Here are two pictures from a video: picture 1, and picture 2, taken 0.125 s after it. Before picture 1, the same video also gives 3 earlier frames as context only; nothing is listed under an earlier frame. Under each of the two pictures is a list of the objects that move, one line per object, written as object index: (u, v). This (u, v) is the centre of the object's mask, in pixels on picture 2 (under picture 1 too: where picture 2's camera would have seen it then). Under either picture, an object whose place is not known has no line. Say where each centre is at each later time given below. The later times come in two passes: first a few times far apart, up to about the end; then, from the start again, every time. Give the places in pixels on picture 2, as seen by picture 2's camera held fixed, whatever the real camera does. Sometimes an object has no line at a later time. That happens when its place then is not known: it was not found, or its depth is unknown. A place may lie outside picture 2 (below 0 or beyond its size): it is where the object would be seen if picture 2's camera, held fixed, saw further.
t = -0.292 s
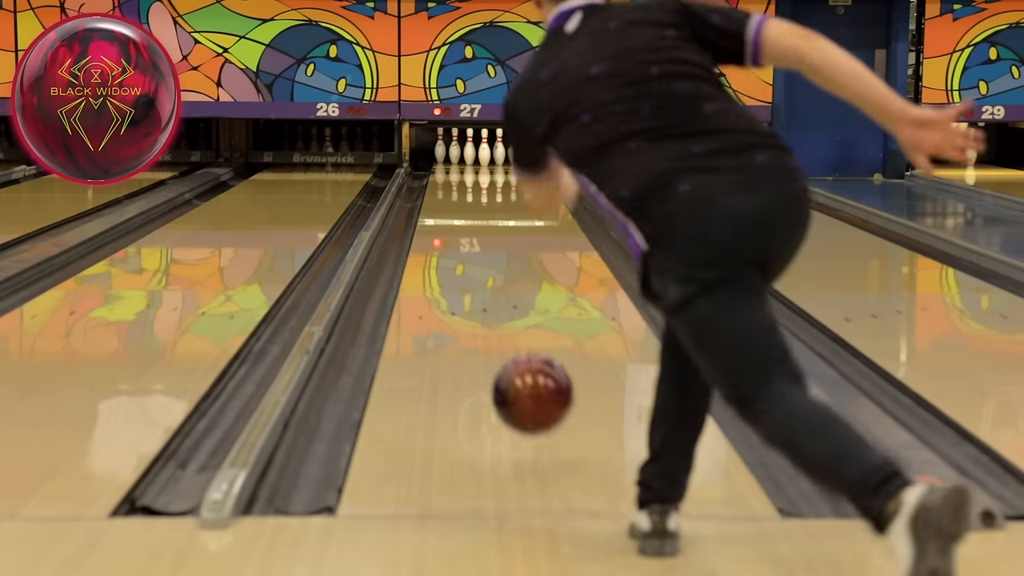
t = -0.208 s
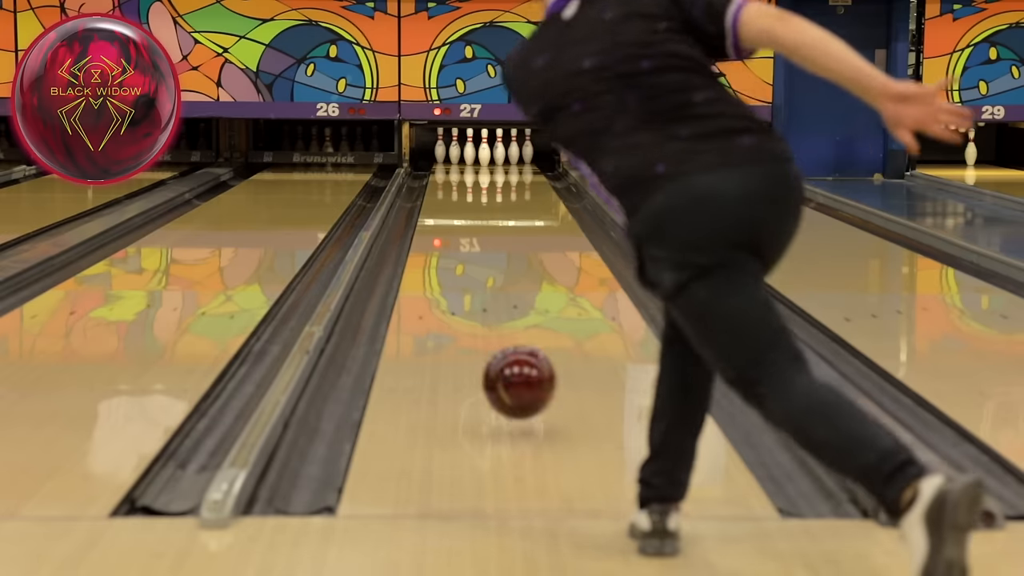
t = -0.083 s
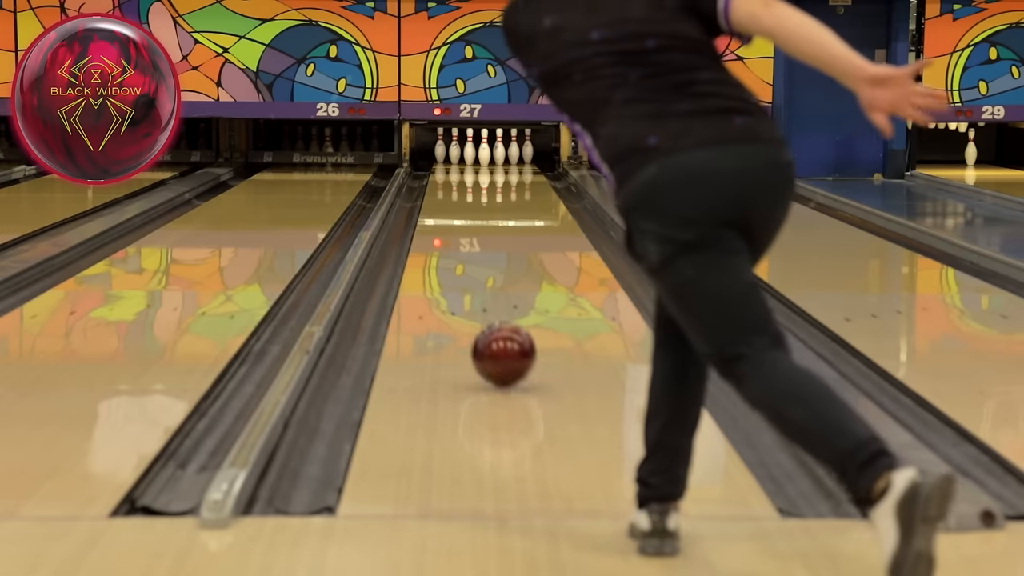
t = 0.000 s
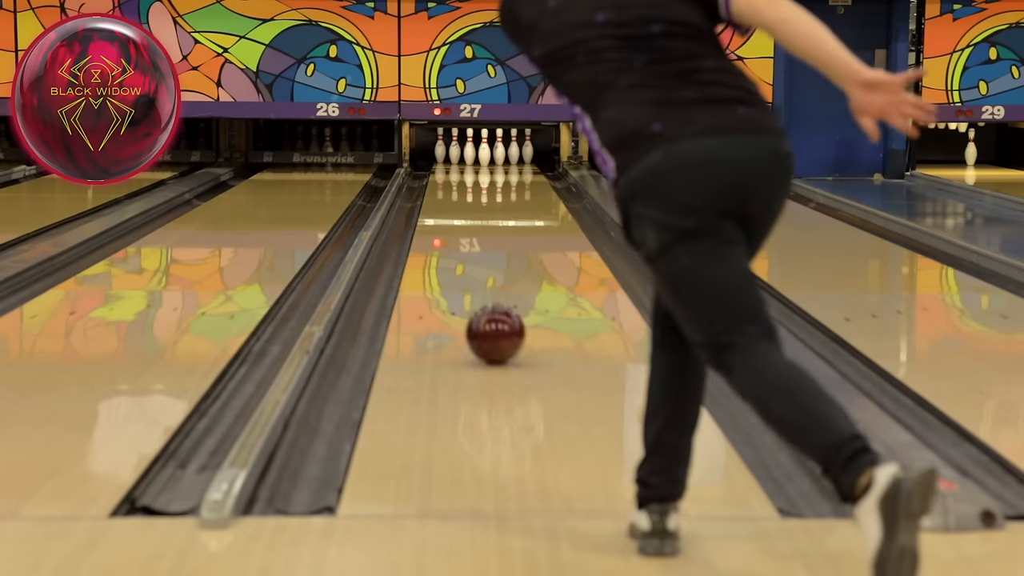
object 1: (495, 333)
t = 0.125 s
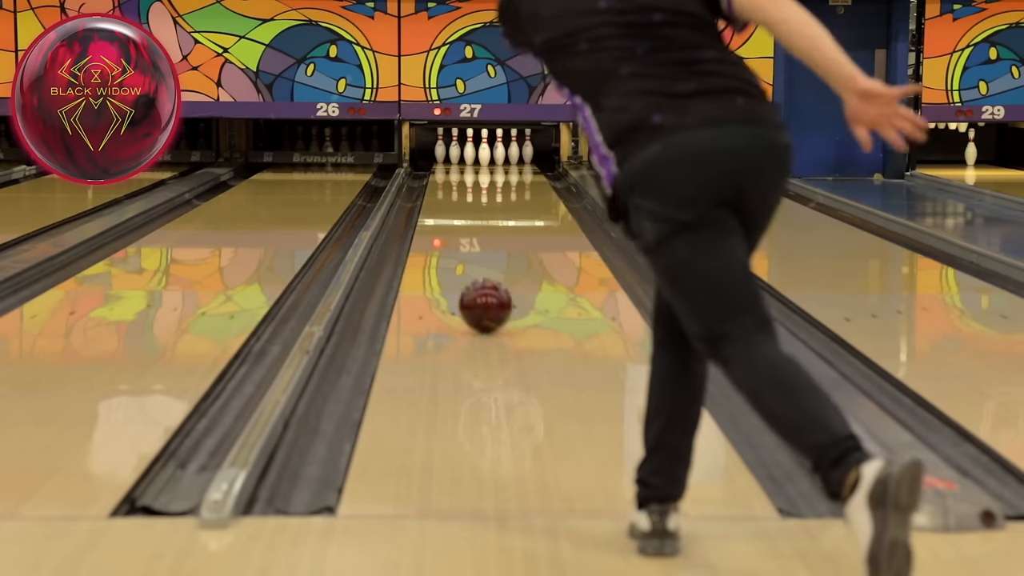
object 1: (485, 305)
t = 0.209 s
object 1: (480, 289)
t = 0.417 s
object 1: (469, 257)
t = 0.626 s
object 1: (462, 234)
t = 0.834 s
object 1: (458, 216)
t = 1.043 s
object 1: (454, 201)
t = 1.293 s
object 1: (452, 186)
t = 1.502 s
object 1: (454, 177)
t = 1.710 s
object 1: (458, 168)
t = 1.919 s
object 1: (466, 161)
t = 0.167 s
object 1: (482, 297)
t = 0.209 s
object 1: (480, 289)
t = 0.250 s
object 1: (477, 282)
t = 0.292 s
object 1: (475, 275)
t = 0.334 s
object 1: (473, 269)
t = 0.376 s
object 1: (471, 262)
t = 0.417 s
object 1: (469, 257)
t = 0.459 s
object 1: (468, 252)
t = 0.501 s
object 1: (466, 247)
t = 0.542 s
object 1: (465, 243)
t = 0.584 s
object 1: (464, 238)
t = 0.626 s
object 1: (462, 234)
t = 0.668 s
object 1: (461, 230)
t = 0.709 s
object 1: (460, 226)
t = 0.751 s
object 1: (459, 222)
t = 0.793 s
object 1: (458, 219)
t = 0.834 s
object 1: (458, 216)
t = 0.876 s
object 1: (457, 212)
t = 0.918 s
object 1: (456, 209)
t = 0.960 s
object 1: (456, 206)
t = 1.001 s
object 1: (455, 203)
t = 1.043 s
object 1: (454, 201)
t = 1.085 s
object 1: (454, 198)
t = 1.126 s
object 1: (454, 195)
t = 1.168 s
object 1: (453, 193)
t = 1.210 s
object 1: (453, 191)
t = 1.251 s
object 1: (453, 189)
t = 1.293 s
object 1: (452, 186)
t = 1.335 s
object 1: (453, 184)
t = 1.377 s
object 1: (452, 182)
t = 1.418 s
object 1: (452, 181)
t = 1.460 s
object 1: (453, 179)
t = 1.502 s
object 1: (454, 177)
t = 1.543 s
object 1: (454, 175)
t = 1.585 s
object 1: (455, 173)
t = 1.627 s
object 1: (456, 171)
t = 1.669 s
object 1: (457, 170)
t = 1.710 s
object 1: (458, 168)
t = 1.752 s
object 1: (459, 166)
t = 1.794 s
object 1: (461, 165)
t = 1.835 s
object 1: (462, 164)
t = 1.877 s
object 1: (464, 163)
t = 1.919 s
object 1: (466, 161)
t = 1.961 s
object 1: (468, 160)
